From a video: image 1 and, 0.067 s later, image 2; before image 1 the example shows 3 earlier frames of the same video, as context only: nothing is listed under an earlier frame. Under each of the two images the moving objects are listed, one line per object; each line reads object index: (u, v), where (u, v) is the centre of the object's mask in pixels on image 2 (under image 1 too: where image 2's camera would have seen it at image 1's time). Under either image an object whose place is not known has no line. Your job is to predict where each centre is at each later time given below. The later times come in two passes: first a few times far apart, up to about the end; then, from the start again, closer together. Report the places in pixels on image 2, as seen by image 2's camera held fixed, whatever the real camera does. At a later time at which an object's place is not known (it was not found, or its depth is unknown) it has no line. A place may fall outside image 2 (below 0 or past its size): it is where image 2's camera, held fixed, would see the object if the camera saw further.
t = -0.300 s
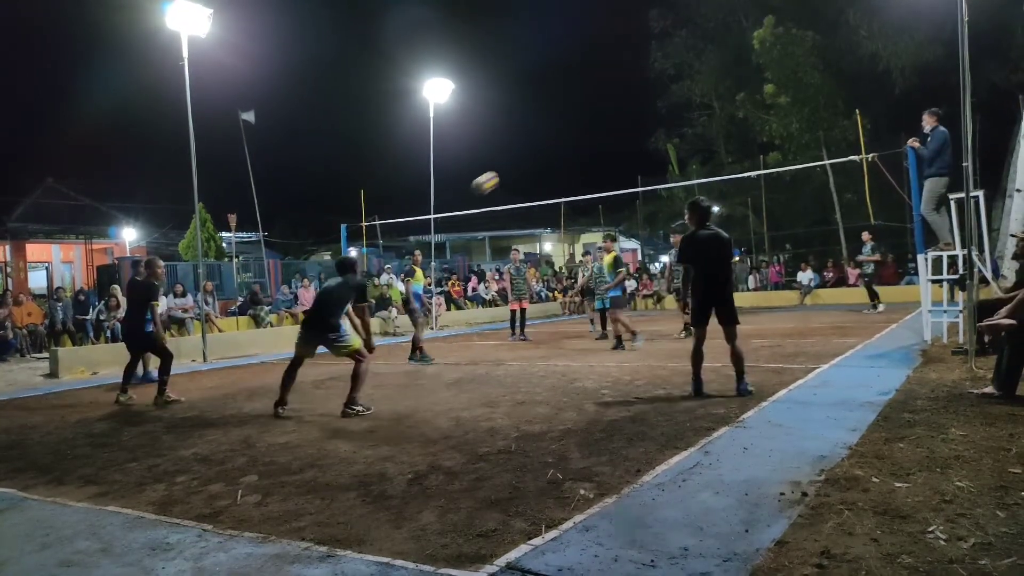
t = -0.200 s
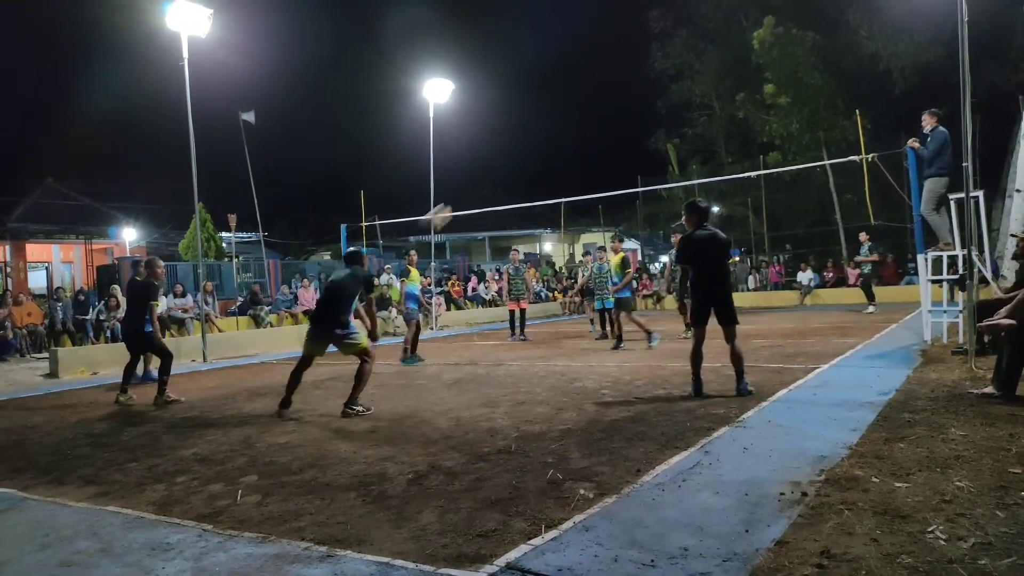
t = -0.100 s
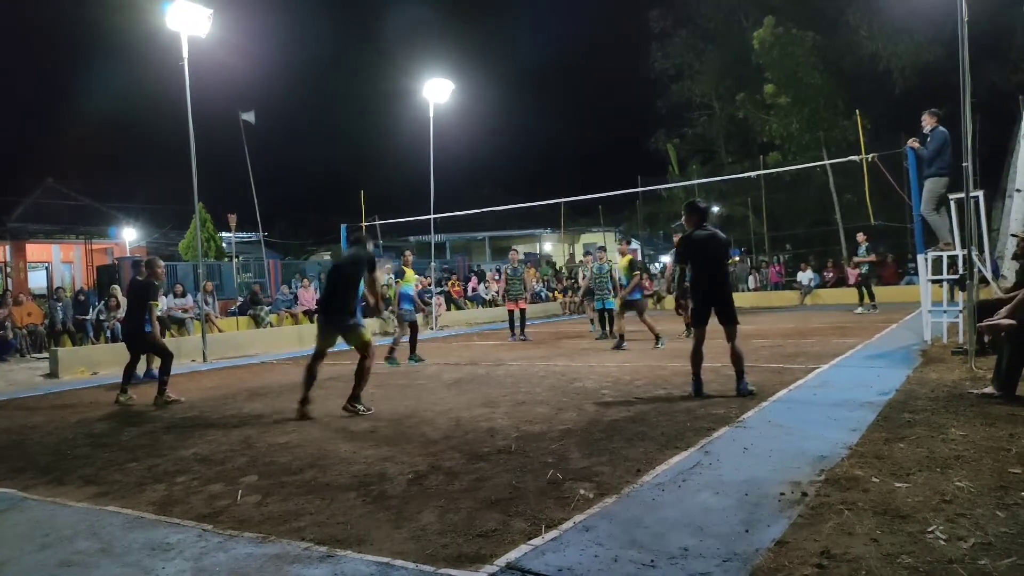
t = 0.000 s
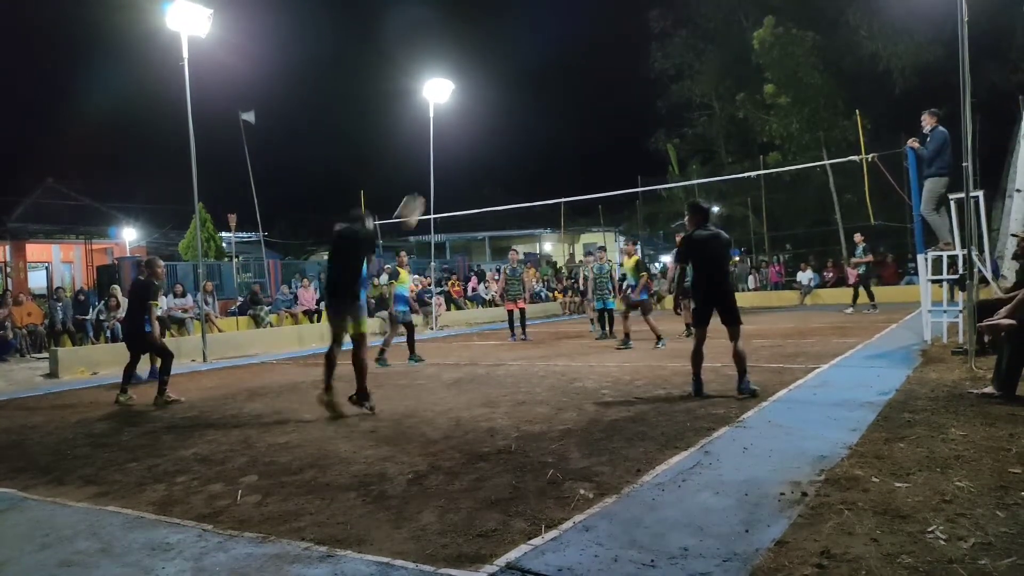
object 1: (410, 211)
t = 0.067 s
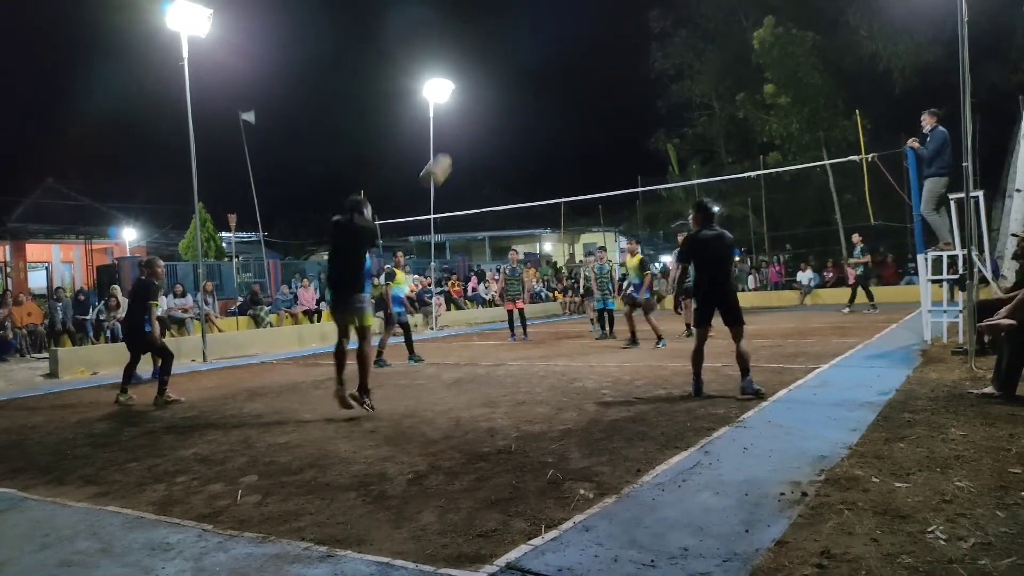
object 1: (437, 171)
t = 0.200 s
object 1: (490, 106)
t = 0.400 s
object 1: (565, 50)
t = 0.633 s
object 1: (648, 35)
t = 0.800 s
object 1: (704, 56)
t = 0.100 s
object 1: (451, 151)
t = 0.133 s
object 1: (464, 134)
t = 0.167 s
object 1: (477, 120)
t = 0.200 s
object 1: (490, 106)
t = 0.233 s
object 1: (503, 93)
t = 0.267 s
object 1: (516, 82)
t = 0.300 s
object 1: (529, 72)
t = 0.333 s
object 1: (541, 64)
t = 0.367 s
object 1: (553, 56)
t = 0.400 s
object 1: (565, 50)
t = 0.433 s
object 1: (578, 45)
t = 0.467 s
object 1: (590, 40)
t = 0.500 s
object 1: (602, 37)
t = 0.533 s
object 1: (613, 35)
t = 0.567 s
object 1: (625, 35)
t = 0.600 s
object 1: (637, 35)
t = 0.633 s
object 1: (648, 35)
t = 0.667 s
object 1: (660, 38)
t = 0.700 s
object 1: (671, 41)
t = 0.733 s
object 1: (682, 45)
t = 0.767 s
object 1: (693, 49)
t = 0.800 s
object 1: (704, 56)
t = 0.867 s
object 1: (726, 69)
